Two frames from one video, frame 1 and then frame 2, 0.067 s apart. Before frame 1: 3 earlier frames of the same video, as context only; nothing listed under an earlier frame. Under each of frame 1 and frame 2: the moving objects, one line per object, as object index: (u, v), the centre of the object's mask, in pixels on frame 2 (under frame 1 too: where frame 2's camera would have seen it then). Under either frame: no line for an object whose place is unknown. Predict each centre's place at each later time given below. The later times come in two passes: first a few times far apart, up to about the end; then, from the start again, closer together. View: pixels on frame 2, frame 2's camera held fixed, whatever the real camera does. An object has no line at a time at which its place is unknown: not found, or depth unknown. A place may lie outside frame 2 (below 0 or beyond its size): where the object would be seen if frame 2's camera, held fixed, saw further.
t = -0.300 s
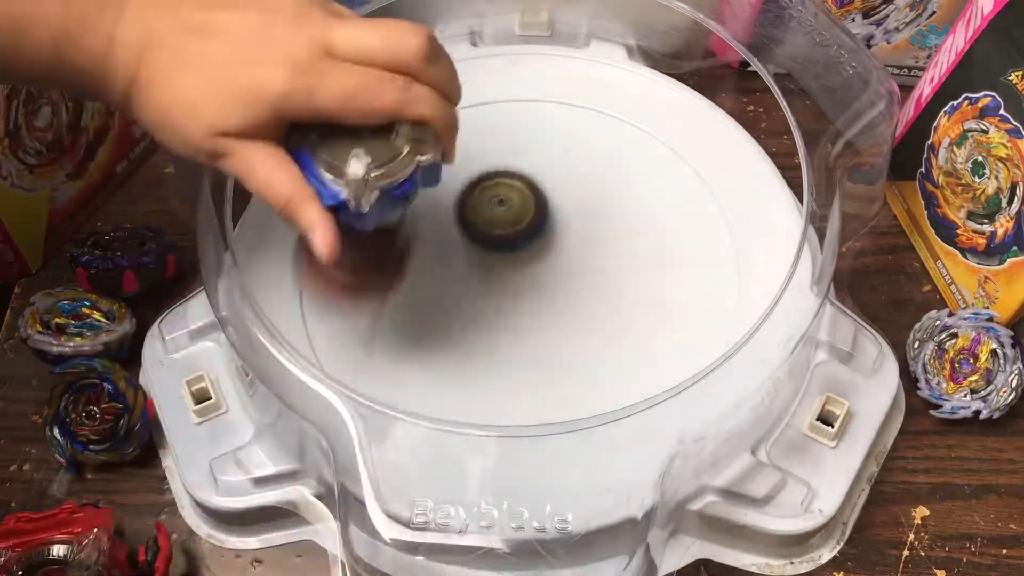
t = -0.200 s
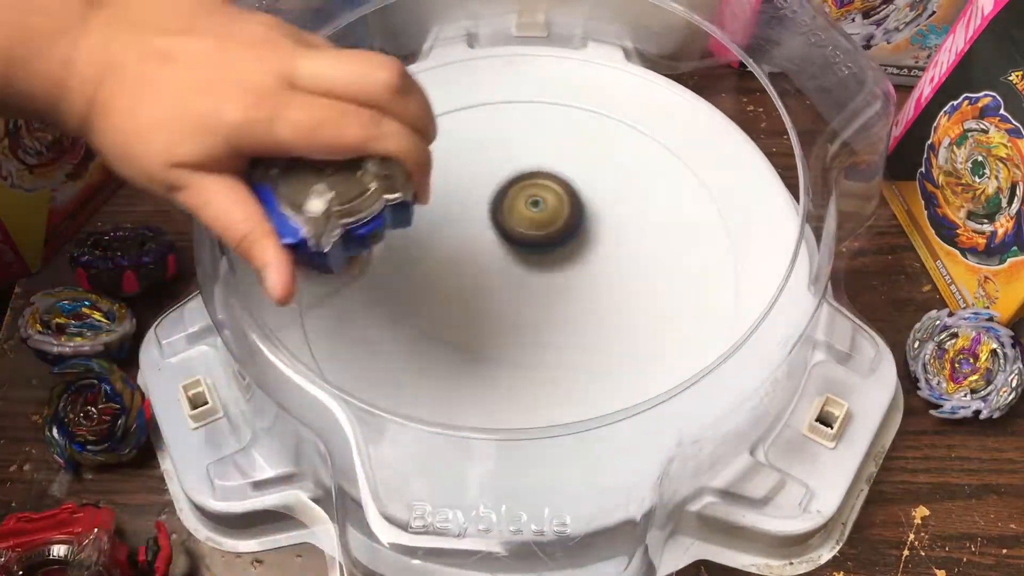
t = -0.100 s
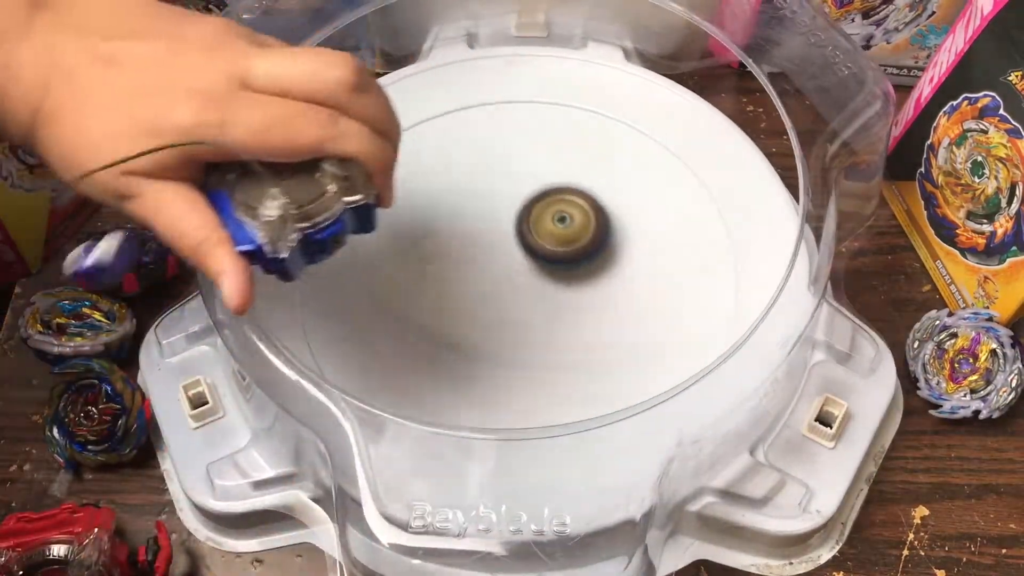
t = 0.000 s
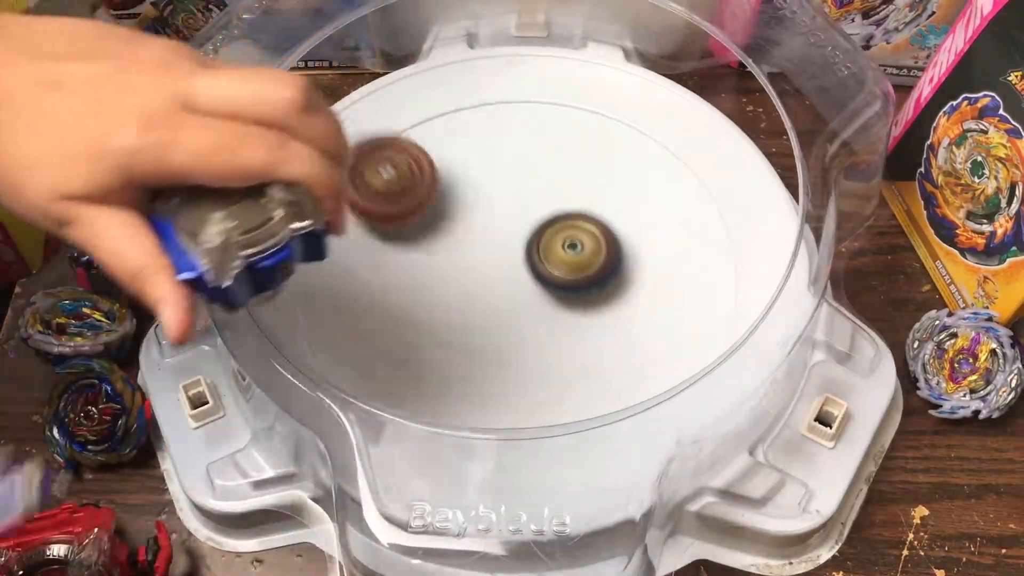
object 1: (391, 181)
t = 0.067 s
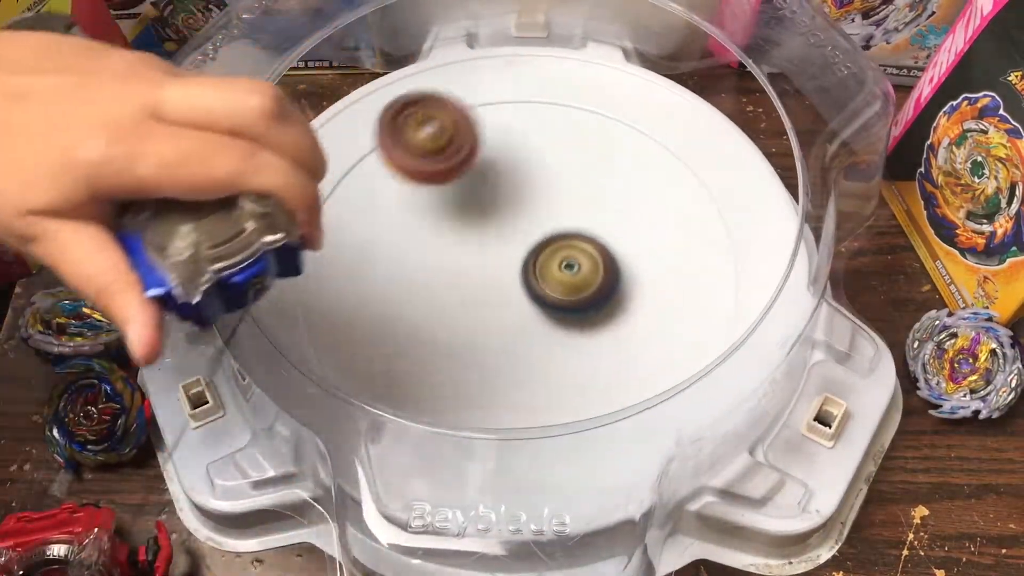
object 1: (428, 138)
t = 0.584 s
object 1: (489, 444)
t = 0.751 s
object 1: (296, 352)
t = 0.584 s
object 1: (489, 444)
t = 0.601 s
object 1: (461, 440)
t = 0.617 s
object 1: (438, 402)
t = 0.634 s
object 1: (415, 396)
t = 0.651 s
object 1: (394, 389)
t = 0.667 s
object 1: (362, 393)
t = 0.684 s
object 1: (345, 389)
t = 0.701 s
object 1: (330, 383)
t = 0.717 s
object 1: (315, 374)
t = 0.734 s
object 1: (301, 362)
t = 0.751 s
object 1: (296, 352)
